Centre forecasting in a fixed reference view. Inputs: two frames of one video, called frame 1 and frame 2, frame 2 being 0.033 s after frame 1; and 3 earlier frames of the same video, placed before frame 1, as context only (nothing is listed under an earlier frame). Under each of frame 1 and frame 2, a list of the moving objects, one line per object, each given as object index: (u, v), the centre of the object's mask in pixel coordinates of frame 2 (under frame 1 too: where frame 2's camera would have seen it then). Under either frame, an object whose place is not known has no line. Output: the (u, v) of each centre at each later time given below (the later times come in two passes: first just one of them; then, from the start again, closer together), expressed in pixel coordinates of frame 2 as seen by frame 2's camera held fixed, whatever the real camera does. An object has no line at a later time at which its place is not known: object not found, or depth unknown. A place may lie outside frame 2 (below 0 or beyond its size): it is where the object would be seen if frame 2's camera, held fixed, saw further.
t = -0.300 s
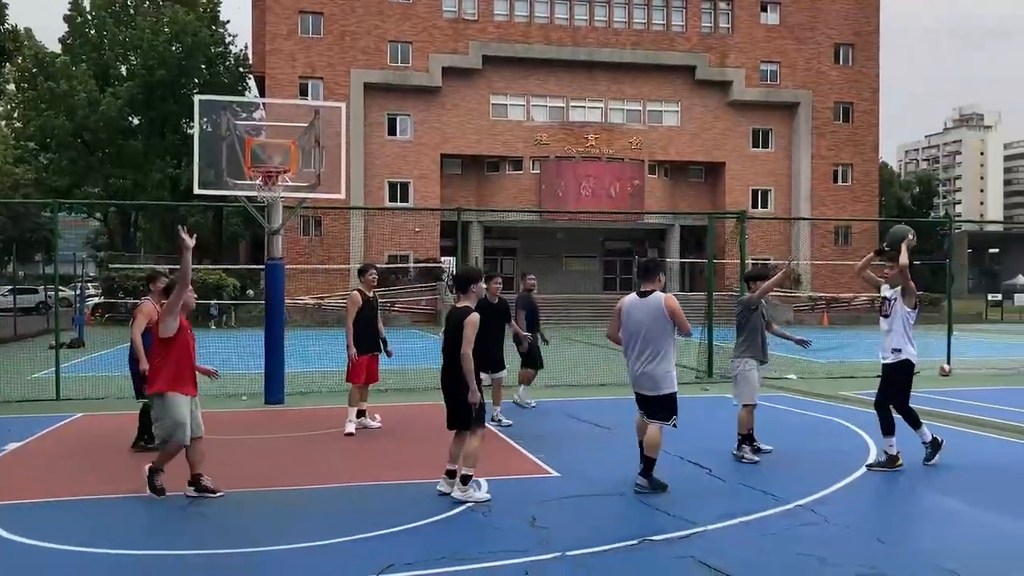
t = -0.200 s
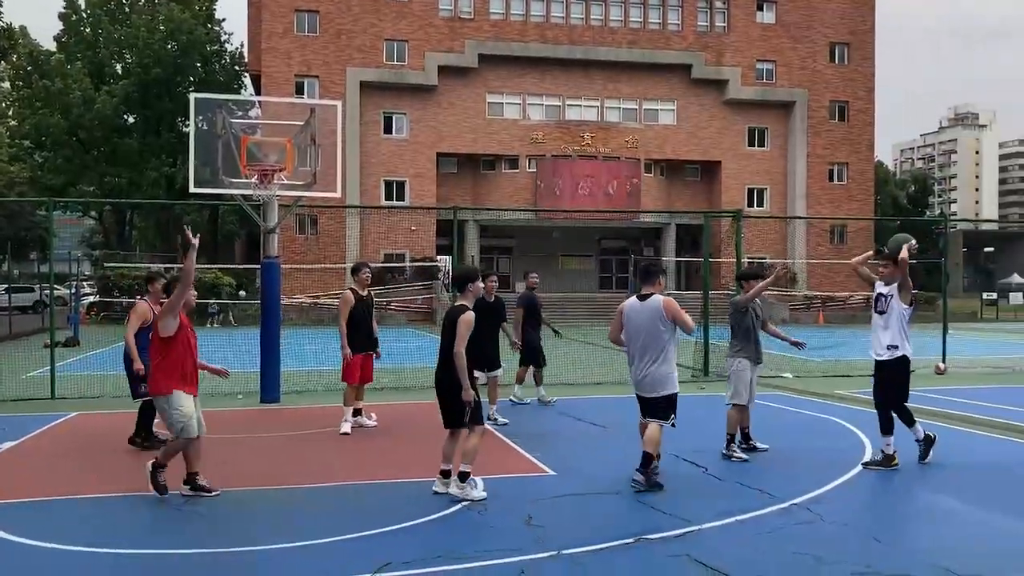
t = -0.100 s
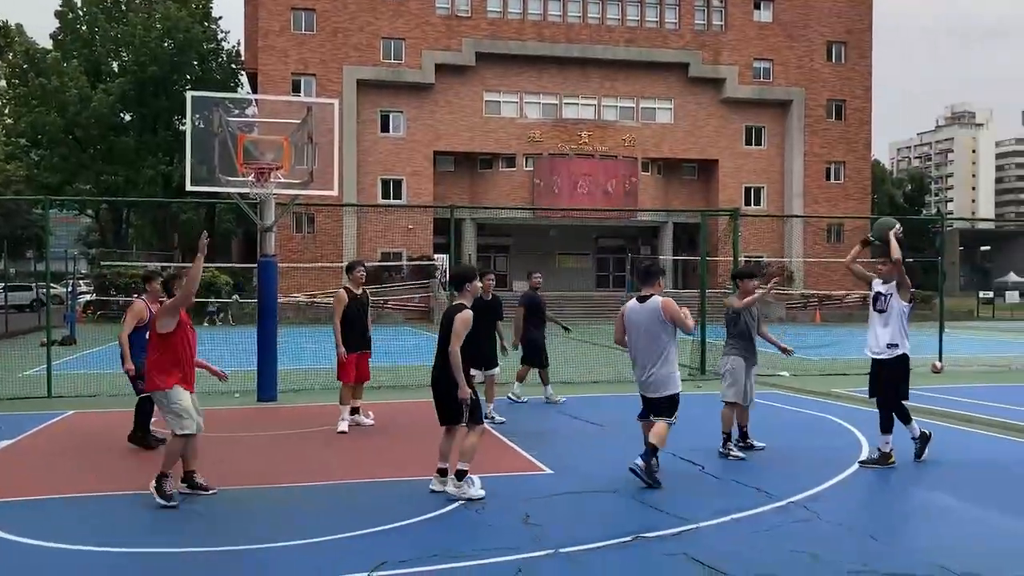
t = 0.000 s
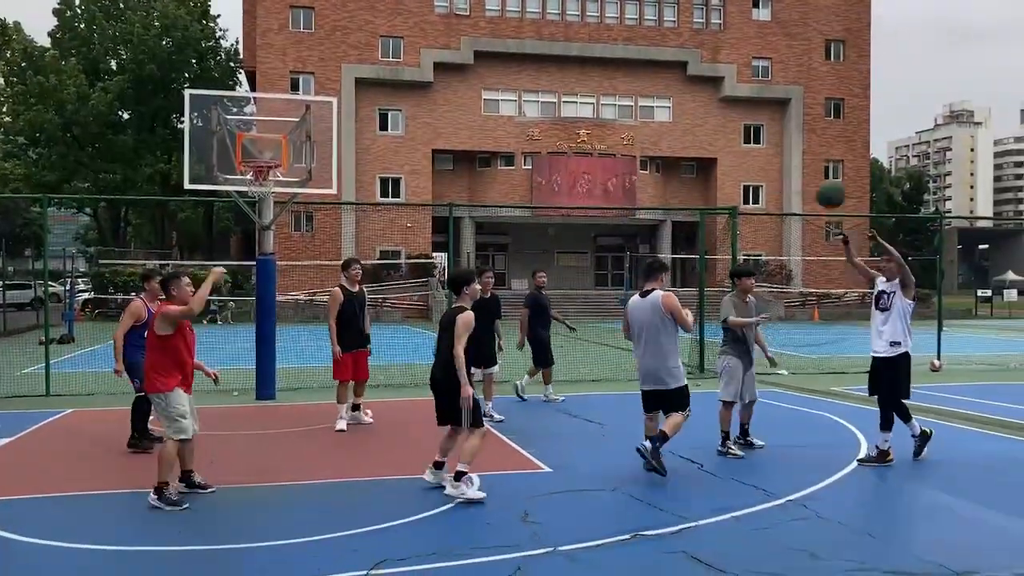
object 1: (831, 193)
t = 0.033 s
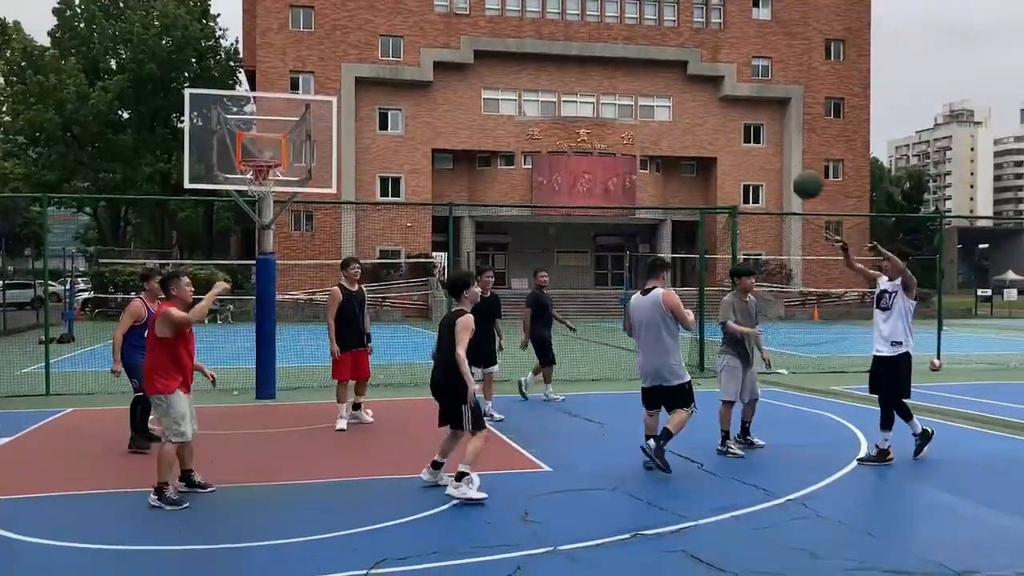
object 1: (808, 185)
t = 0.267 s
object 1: (625, 159)
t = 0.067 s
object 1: (785, 178)
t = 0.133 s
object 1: (736, 167)
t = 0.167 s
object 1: (711, 161)
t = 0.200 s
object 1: (684, 159)
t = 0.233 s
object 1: (656, 158)
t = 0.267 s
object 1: (625, 159)
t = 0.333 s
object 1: (565, 163)
